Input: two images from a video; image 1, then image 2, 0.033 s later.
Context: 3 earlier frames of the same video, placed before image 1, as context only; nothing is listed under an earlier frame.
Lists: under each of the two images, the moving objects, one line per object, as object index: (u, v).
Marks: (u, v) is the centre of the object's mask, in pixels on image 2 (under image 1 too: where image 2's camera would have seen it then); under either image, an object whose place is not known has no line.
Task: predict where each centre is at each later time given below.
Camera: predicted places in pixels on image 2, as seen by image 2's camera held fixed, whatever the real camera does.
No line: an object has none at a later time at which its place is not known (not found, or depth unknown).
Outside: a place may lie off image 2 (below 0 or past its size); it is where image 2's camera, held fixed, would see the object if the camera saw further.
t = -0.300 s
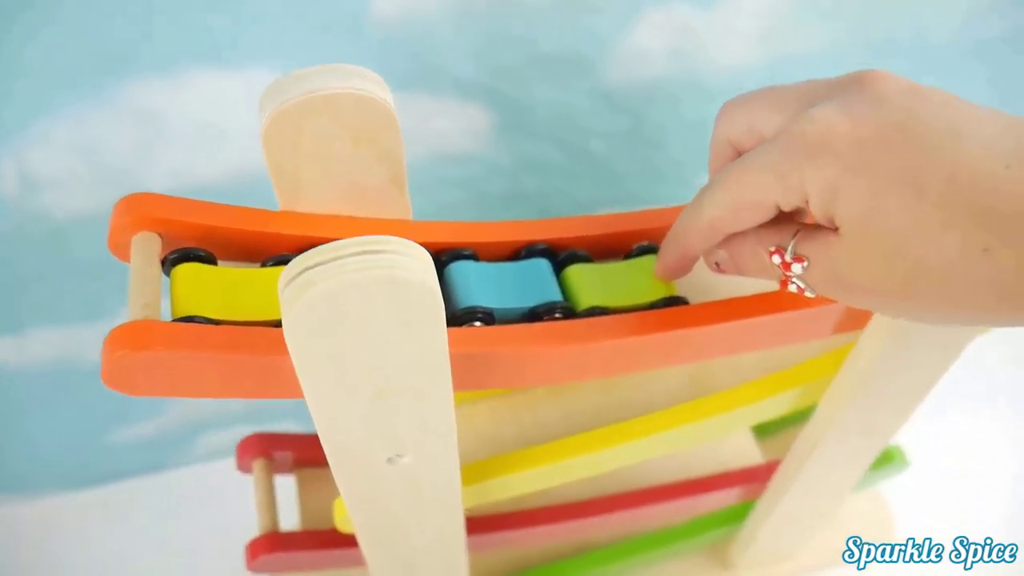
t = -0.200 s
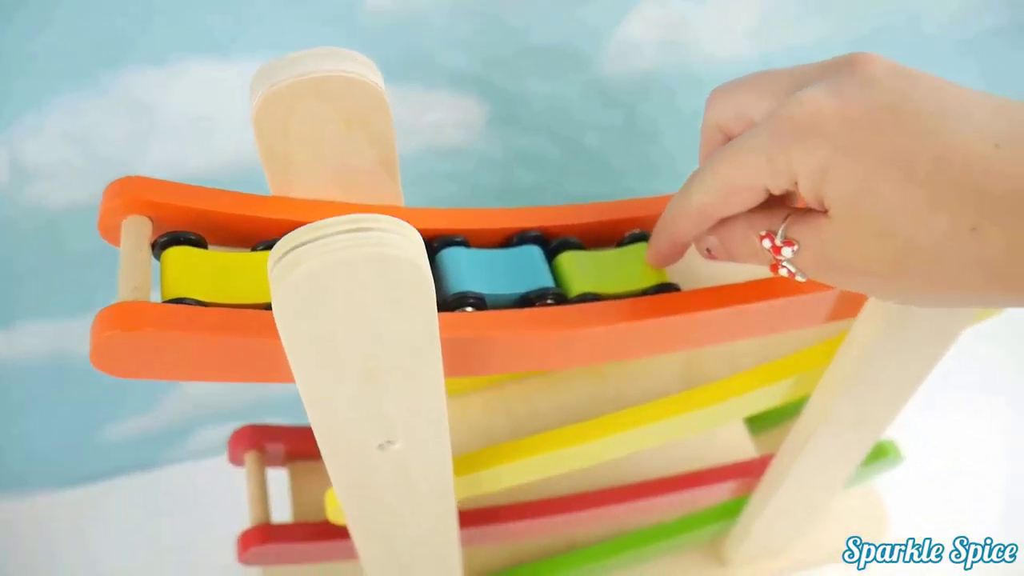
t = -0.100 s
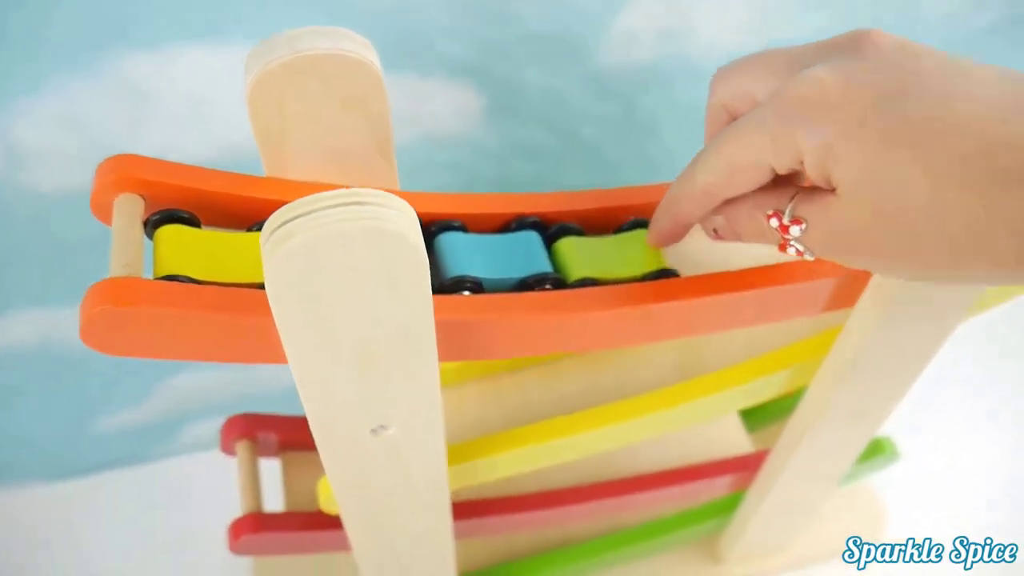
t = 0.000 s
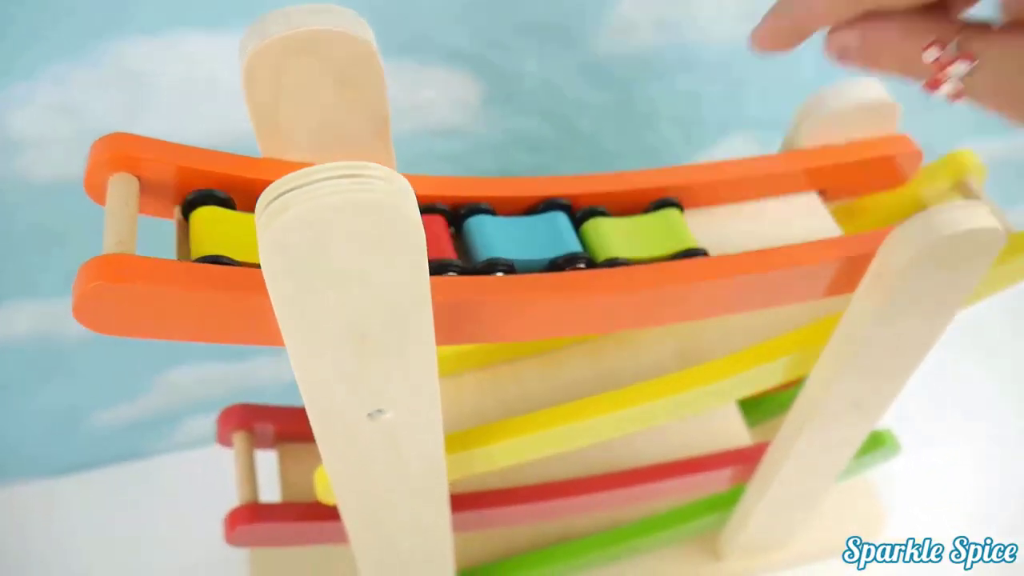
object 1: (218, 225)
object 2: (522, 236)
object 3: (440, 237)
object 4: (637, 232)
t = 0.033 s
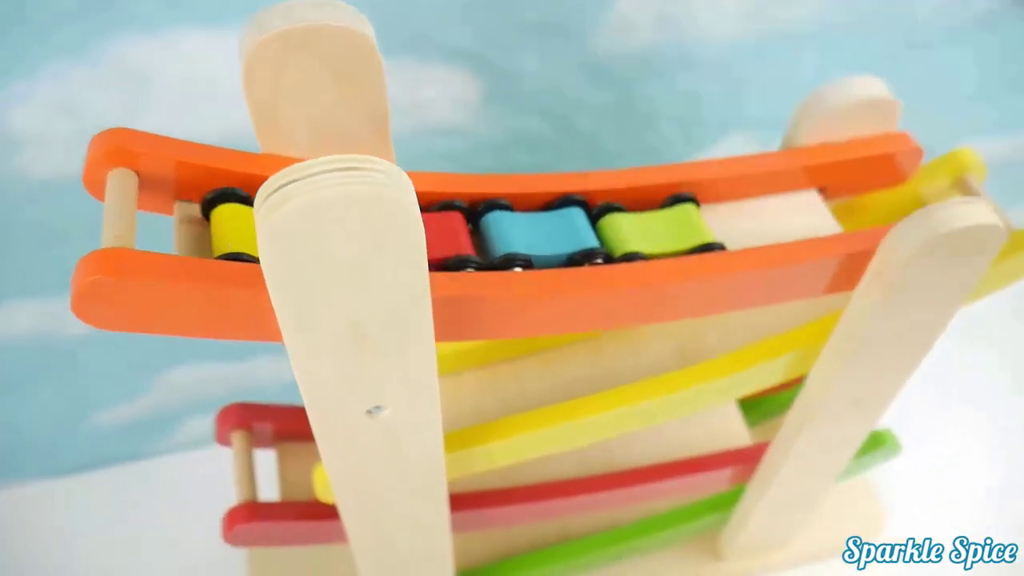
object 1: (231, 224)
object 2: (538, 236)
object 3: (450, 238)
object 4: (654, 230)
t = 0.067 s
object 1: (244, 224)
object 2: (559, 234)
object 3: (462, 239)
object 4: (673, 227)
